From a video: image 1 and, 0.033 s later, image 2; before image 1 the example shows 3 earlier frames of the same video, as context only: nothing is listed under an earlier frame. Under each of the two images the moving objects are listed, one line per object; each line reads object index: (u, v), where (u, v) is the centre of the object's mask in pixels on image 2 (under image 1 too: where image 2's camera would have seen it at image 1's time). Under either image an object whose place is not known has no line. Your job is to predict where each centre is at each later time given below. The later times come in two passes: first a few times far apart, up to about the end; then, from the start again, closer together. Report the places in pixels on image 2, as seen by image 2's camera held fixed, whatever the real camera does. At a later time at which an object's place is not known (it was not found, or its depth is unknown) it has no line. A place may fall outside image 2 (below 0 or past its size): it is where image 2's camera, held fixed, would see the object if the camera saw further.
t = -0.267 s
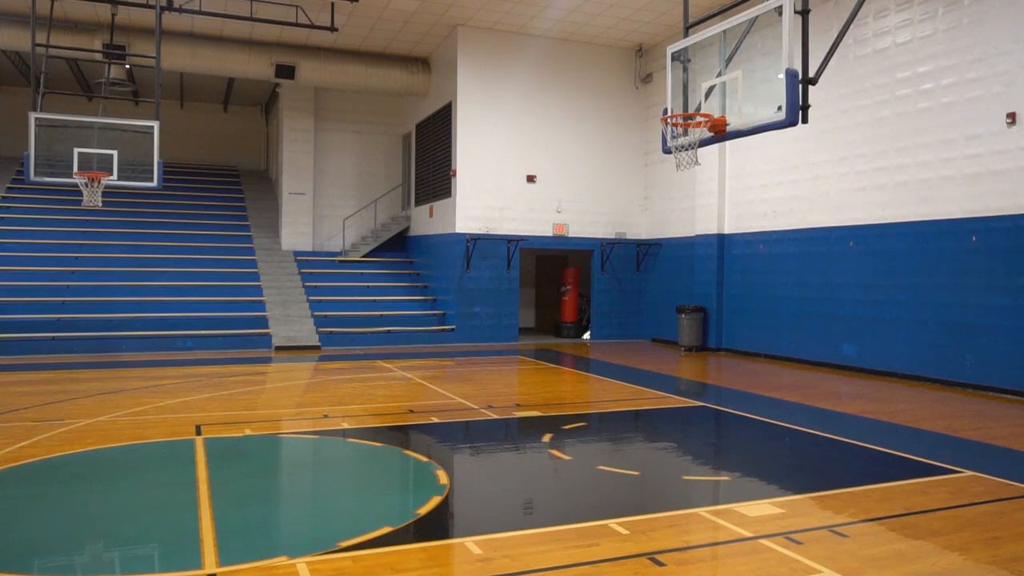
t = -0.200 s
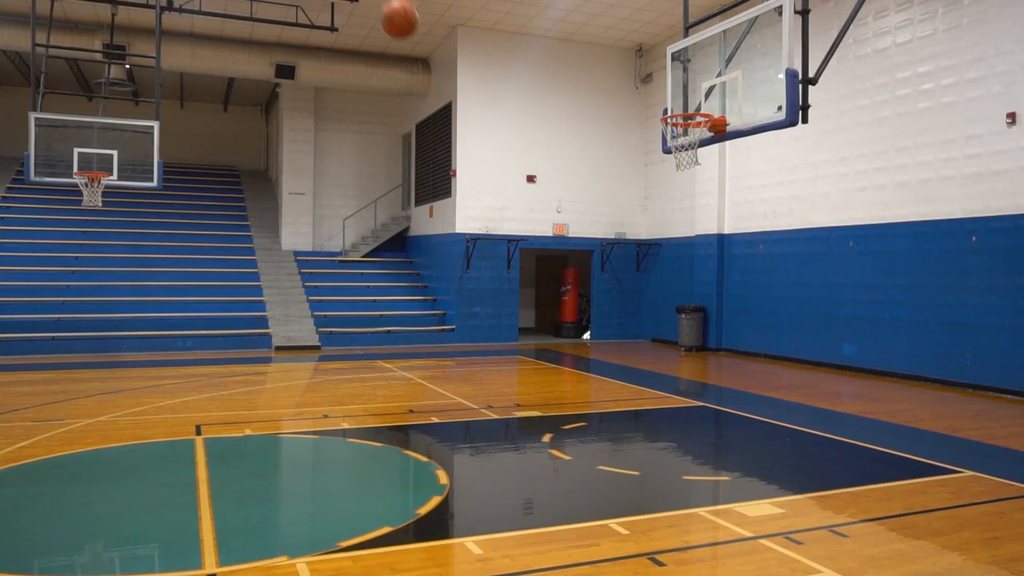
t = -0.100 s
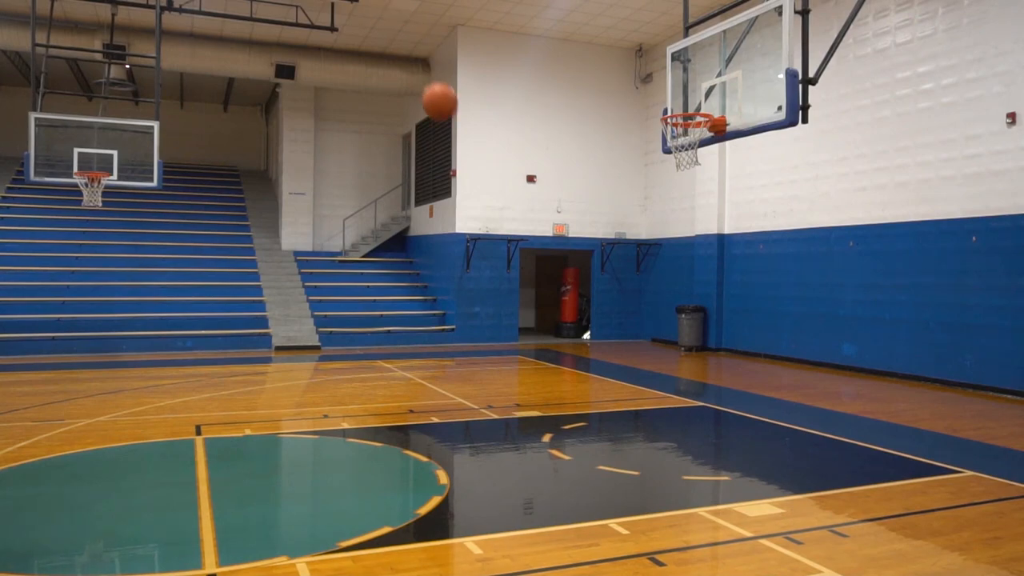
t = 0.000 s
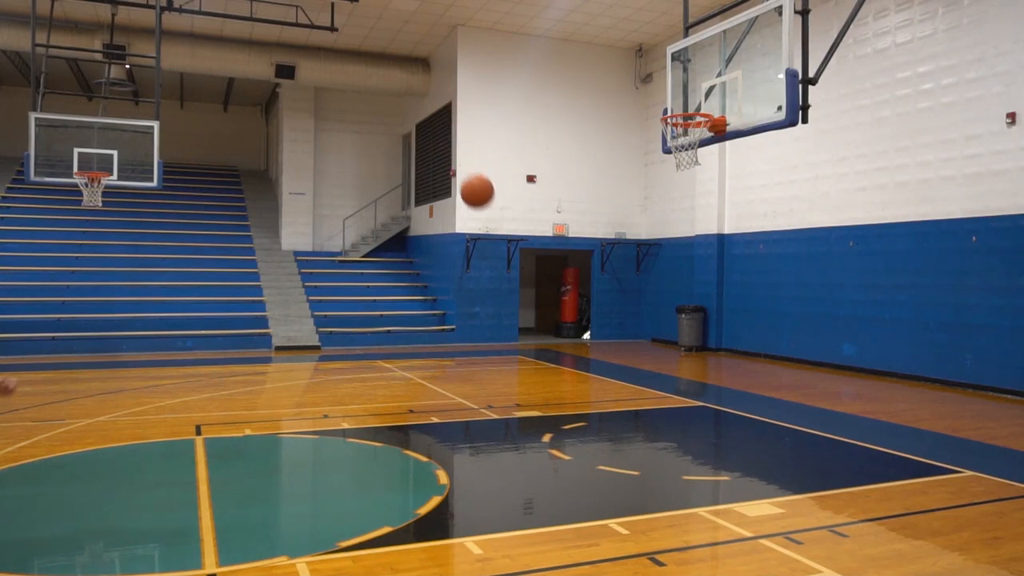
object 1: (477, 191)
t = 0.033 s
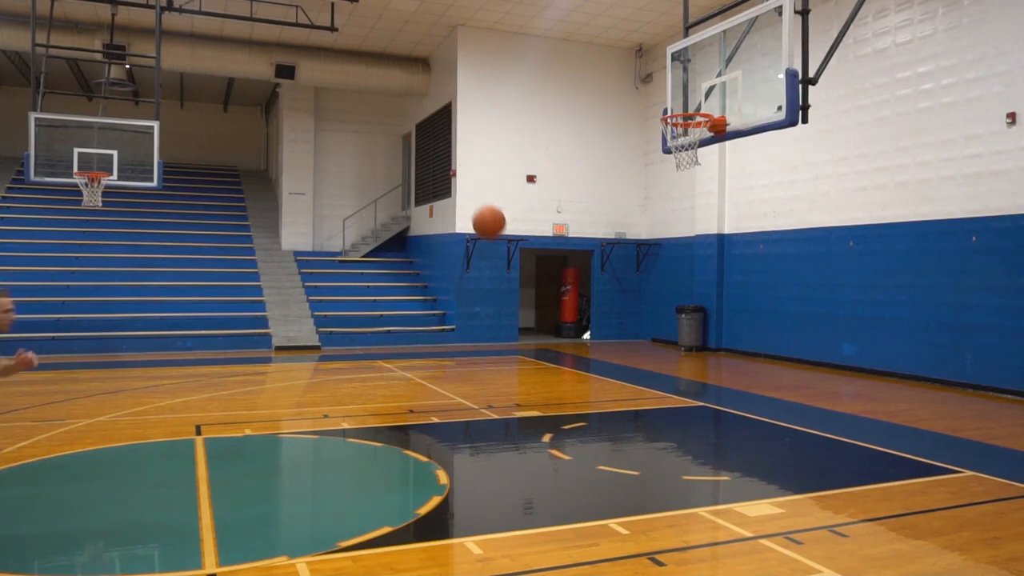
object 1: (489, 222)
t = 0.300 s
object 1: (566, 446)
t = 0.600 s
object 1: (591, 254)
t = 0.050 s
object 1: (495, 238)
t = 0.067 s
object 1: (500, 253)
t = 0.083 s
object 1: (506, 269)
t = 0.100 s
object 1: (511, 285)
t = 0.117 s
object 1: (517, 301)
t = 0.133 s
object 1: (522, 318)
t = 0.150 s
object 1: (527, 334)
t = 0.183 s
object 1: (538, 367)
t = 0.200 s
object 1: (542, 384)
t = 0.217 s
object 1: (547, 401)
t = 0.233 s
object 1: (552, 418)
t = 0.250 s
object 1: (557, 435)
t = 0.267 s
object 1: (562, 451)
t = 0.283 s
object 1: (565, 460)
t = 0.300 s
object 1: (566, 446)
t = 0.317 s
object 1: (568, 432)
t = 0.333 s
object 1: (569, 419)
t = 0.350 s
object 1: (571, 407)
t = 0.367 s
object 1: (572, 393)
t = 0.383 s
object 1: (574, 380)
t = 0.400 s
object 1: (575, 368)
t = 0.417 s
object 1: (576, 357)
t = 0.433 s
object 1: (577, 345)
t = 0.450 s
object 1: (579, 335)
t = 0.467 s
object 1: (580, 324)
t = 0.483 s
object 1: (582, 314)
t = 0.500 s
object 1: (583, 304)
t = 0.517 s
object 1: (584, 295)
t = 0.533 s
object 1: (585, 286)
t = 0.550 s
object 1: (587, 277)
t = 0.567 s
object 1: (588, 269)
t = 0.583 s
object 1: (589, 261)
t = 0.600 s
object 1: (591, 254)
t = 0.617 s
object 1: (592, 247)
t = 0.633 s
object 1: (593, 240)
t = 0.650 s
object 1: (595, 233)
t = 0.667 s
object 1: (596, 227)
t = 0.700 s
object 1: (599, 215)
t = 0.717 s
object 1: (600, 210)
